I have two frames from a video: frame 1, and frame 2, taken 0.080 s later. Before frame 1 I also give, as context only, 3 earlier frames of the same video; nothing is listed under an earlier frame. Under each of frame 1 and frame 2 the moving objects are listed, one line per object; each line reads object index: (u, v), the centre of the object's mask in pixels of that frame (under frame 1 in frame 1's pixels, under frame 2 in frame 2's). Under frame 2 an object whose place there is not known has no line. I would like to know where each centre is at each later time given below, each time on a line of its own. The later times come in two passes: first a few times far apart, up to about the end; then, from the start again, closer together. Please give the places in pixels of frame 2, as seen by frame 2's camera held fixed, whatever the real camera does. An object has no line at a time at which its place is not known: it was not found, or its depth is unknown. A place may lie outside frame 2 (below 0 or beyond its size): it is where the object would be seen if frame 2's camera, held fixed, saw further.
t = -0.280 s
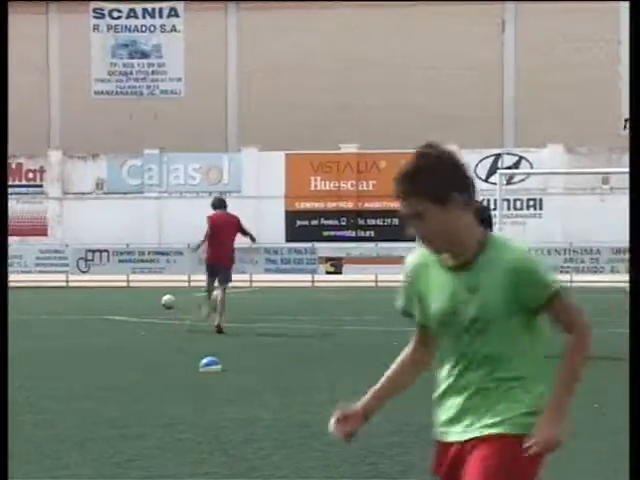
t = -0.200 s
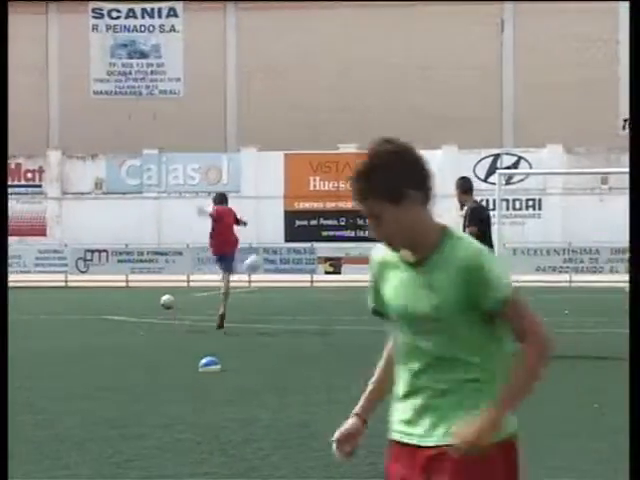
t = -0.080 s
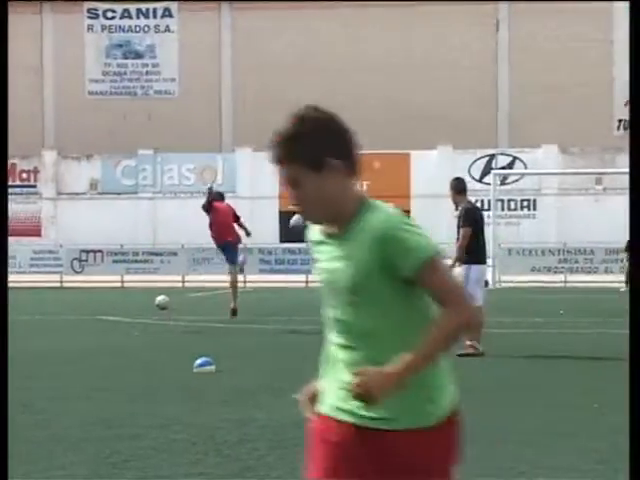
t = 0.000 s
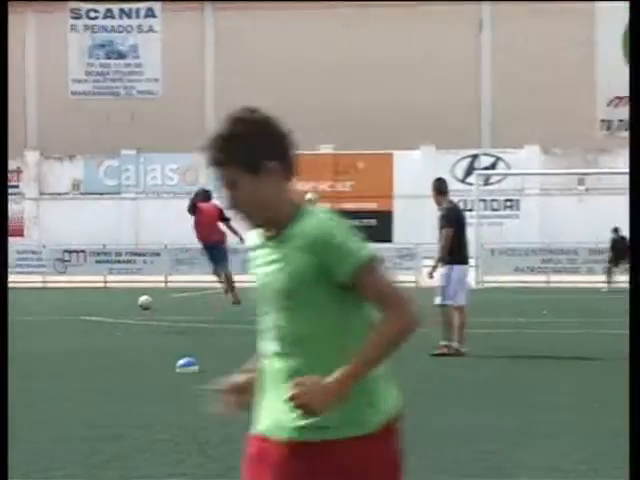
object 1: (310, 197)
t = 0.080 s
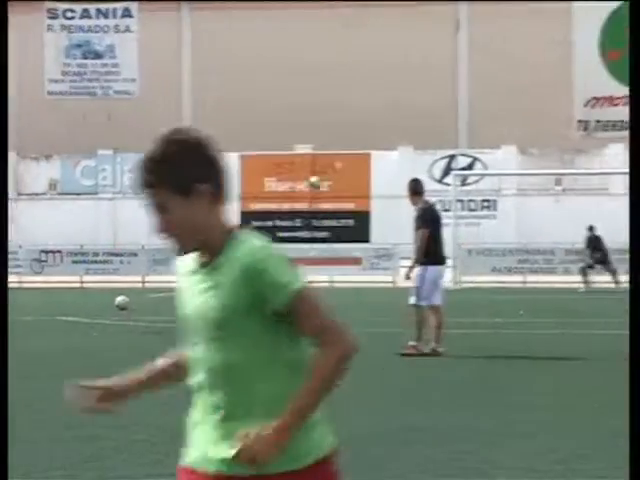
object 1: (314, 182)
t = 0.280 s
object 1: (375, 158)
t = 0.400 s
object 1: (405, 151)
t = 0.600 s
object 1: (454, 154)
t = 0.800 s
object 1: (496, 170)
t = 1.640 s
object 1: (505, 135)
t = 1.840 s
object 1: (504, 122)
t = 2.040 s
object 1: (502, 129)
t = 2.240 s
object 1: (503, 159)
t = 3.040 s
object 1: (494, 219)
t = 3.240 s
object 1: (492, 212)
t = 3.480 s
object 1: (490, 231)
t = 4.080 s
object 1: (484, 260)
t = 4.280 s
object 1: (483, 263)
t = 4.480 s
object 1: (481, 292)
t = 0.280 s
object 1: (375, 158)
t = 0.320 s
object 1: (384, 155)
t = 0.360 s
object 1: (395, 152)
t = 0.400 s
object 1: (405, 151)
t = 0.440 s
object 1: (416, 150)
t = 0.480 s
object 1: (425, 150)
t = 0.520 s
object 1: (434, 151)
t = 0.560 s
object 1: (443, 152)
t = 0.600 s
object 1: (454, 154)
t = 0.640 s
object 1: (460, 157)
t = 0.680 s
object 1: (465, 157)
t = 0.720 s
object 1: (477, 162)
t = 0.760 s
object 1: (487, 166)
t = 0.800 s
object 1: (496, 170)
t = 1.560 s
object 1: (505, 146)
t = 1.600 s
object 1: (505, 141)
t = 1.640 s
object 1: (505, 135)
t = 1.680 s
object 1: (505, 131)
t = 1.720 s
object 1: (504, 127)
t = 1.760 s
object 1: (504, 124)
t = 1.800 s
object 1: (504, 122)
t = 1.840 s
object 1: (504, 122)
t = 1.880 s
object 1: (503, 122)
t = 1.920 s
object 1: (503, 122)
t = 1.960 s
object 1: (503, 123)
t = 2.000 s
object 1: (502, 125)
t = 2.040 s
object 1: (502, 129)
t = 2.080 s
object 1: (502, 133)
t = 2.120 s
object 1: (502, 138)
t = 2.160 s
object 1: (503, 143)
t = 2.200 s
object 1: (502, 150)
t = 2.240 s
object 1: (503, 159)
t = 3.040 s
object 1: (494, 219)
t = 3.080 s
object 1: (494, 215)
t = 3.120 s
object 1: (493, 213)
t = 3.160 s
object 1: (492, 212)
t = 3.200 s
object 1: (492, 212)
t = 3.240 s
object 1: (492, 212)
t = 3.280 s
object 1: (491, 212)
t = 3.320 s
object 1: (491, 213)
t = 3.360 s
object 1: (491, 217)
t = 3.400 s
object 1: (491, 220)
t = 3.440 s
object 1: (490, 226)
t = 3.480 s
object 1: (490, 231)
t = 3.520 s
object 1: (489, 238)
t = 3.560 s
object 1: (488, 246)
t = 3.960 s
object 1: (485, 270)
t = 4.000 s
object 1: (485, 265)
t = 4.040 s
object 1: (484, 263)
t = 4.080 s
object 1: (484, 260)
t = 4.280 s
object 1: (483, 263)
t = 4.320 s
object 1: (483, 266)
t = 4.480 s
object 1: (481, 292)
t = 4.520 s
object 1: (481, 299)
